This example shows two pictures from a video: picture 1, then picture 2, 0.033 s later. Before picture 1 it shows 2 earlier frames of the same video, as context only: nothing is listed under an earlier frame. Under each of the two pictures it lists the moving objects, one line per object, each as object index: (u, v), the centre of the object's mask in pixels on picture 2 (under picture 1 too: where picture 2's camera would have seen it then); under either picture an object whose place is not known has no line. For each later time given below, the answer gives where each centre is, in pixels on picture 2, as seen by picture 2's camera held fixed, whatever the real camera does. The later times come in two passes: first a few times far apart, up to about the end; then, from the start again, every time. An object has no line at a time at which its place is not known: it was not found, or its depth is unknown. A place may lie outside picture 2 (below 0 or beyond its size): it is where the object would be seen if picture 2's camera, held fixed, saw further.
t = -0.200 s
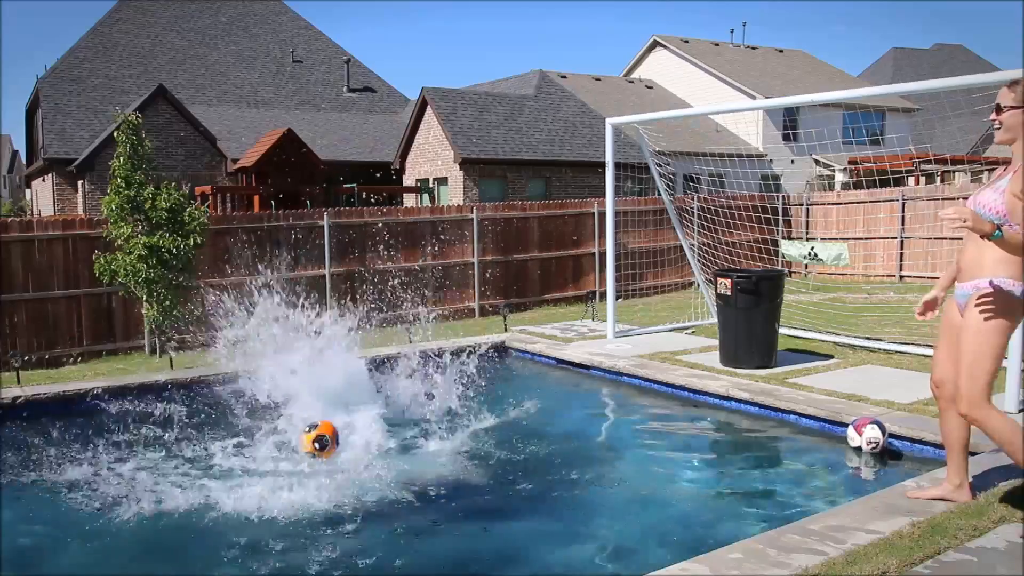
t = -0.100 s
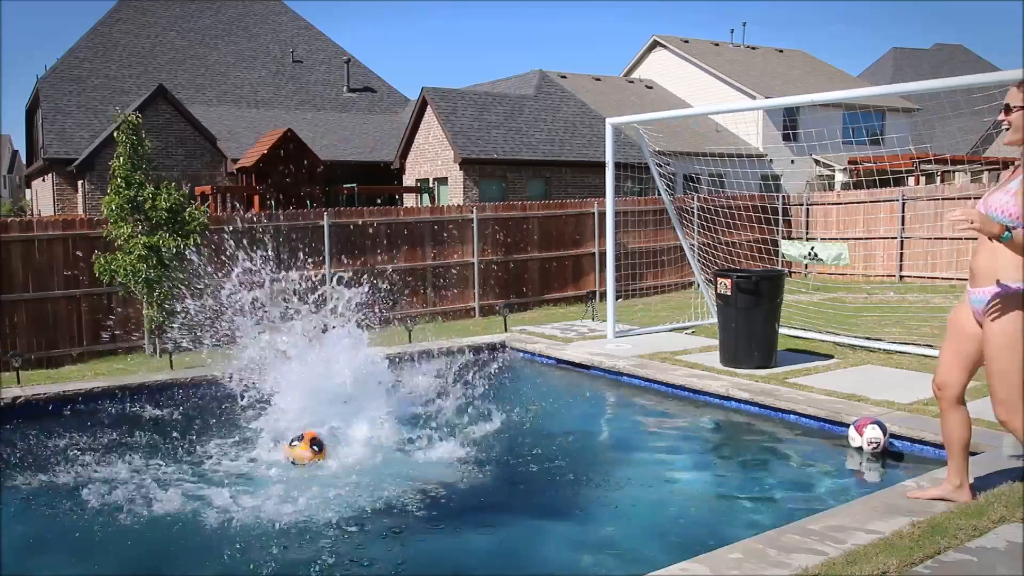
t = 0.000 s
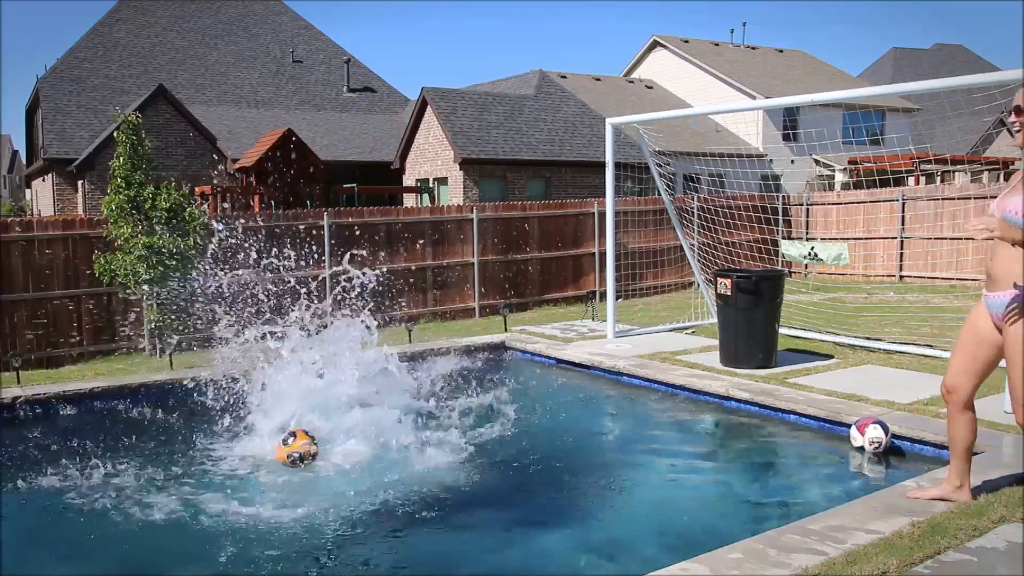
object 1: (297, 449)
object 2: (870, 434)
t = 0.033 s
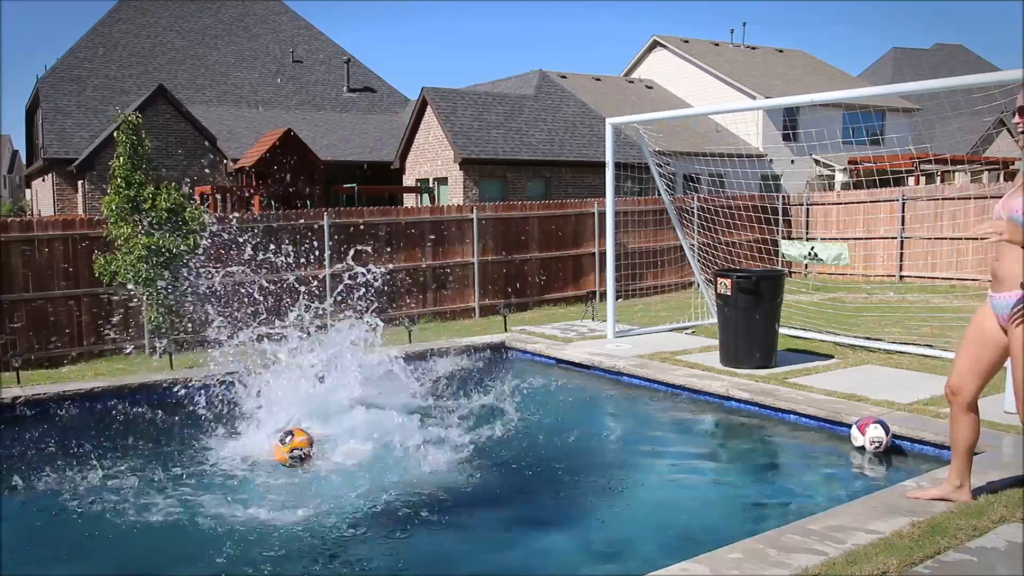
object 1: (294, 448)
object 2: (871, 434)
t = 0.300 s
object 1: (263, 452)
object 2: (875, 432)
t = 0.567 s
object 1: (220, 472)
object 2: (877, 435)
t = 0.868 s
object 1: (181, 504)
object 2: (882, 437)
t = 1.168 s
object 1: (152, 530)
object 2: (883, 439)
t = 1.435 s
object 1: (138, 552)
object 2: (884, 441)
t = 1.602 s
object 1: (135, 557)
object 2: (884, 440)
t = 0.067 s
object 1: (291, 448)
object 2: (872, 434)
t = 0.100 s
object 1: (288, 446)
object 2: (872, 433)
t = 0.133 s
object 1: (284, 447)
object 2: (873, 433)
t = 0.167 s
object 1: (280, 449)
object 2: (874, 433)
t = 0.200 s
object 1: (276, 449)
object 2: (874, 432)
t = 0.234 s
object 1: (272, 450)
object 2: (875, 432)
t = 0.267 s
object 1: (267, 451)
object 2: (875, 432)
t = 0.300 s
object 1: (263, 452)
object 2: (875, 432)
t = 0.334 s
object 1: (258, 454)
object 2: (876, 432)
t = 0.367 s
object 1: (253, 456)
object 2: (876, 432)
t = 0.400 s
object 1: (247, 459)
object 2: (876, 433)
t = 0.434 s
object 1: (241, 461)
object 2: (876, 433)
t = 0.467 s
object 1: (235, 464)
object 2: (877, 434)
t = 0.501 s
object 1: (230, 467)
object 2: (877, 434)
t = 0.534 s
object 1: (224, 468)
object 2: (877, 435)
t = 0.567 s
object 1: (220, 472)
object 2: (877, 435)
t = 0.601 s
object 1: (215, 477)
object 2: (878, 435)
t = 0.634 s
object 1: (211, 481)
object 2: (878, 436)
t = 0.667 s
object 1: (207, 484)
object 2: (879, 436)
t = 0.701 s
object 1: (202, 486)
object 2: (879, 436)
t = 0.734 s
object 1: (199, 489)
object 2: (880, 437)
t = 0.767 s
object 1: (194, 493)
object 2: (880, 437)
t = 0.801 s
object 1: (189, 497)
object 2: (881, 437)
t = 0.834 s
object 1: (185, 500)
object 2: (881, 437)
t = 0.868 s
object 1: (181, 504)
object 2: (882, 437)
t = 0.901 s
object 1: (177, 508)
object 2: (882, 437)
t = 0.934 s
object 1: (173, 512)
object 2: (882, 437)
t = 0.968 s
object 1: (170, 514)
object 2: (883, 438)
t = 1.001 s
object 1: (167, 517)
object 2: (883, 438)
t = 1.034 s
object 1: (163, 519)
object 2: (883, 438)
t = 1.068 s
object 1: (160, 522)
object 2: (883, 438)
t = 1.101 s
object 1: (157, 524)
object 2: (883, 439)
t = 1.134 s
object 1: (154, 527)
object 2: (883, 439)
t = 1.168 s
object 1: (152, 530)
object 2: (883, 439)
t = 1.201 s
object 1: (149, 533)
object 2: (883, 440)
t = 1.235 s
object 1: (147, 535)
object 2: (883, 440)
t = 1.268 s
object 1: (145, 539)
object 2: (884, 441)
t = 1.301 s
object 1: (143, 541)
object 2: (884, 441)
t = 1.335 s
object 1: (142, 544)
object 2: (884, 441)
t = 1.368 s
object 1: (140, 547)
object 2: (884, 441)
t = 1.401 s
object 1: (139, 550)
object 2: (884, 441)
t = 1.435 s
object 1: (138, 552)
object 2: (884, 441)
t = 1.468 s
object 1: (137, 553)
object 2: (884, 441)
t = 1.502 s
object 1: (136, 554)
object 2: (884, 441)
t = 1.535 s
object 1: (135, 555)
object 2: (884, 441)
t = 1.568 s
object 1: (135, 556)
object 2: (884, 441)
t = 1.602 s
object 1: (135, 557)
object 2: (884, 440)
